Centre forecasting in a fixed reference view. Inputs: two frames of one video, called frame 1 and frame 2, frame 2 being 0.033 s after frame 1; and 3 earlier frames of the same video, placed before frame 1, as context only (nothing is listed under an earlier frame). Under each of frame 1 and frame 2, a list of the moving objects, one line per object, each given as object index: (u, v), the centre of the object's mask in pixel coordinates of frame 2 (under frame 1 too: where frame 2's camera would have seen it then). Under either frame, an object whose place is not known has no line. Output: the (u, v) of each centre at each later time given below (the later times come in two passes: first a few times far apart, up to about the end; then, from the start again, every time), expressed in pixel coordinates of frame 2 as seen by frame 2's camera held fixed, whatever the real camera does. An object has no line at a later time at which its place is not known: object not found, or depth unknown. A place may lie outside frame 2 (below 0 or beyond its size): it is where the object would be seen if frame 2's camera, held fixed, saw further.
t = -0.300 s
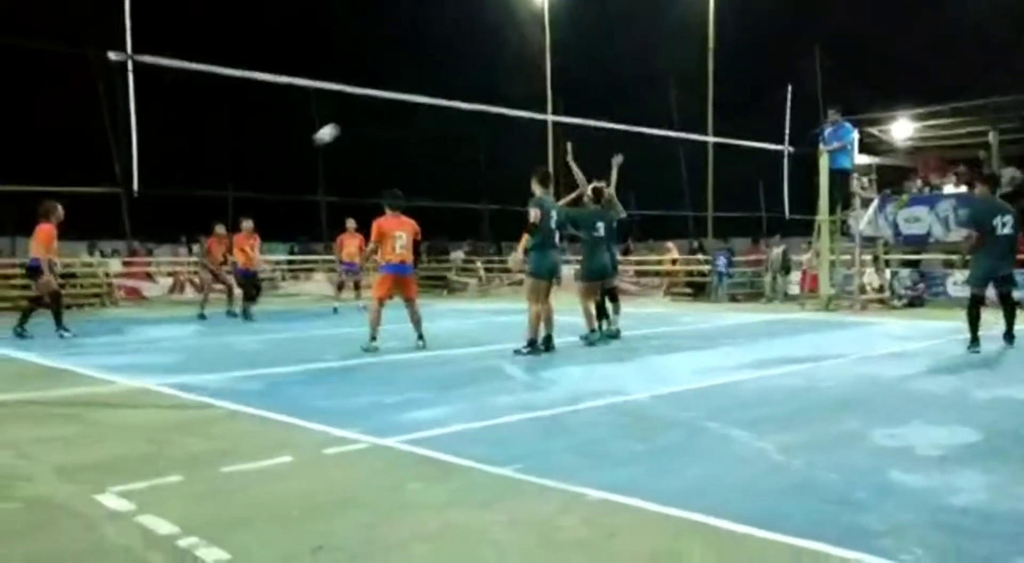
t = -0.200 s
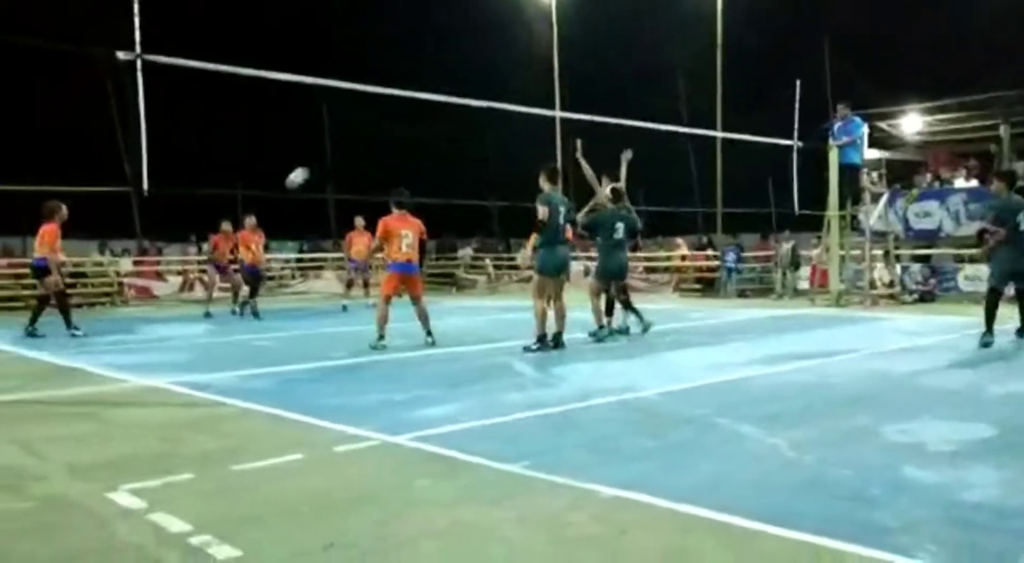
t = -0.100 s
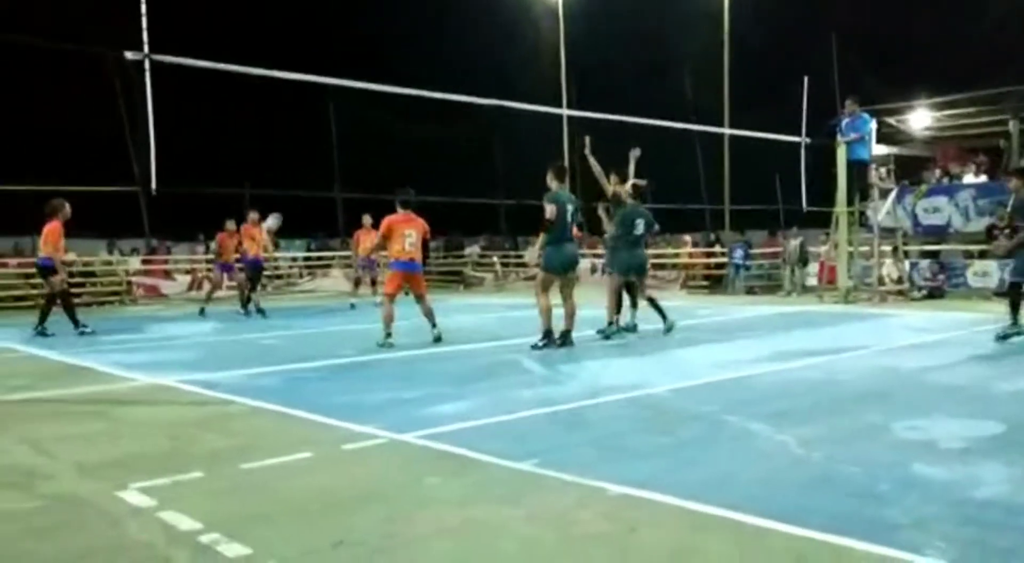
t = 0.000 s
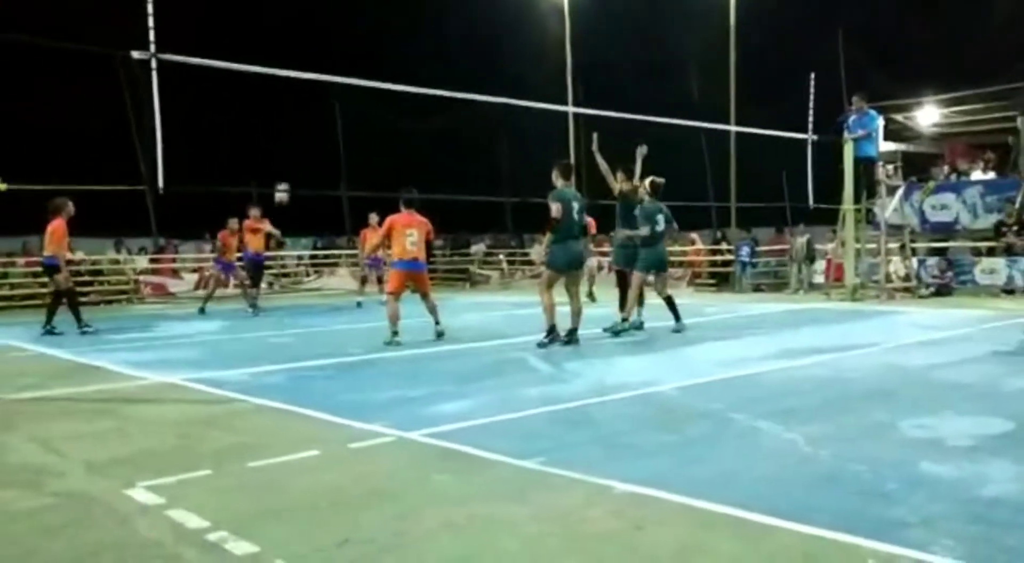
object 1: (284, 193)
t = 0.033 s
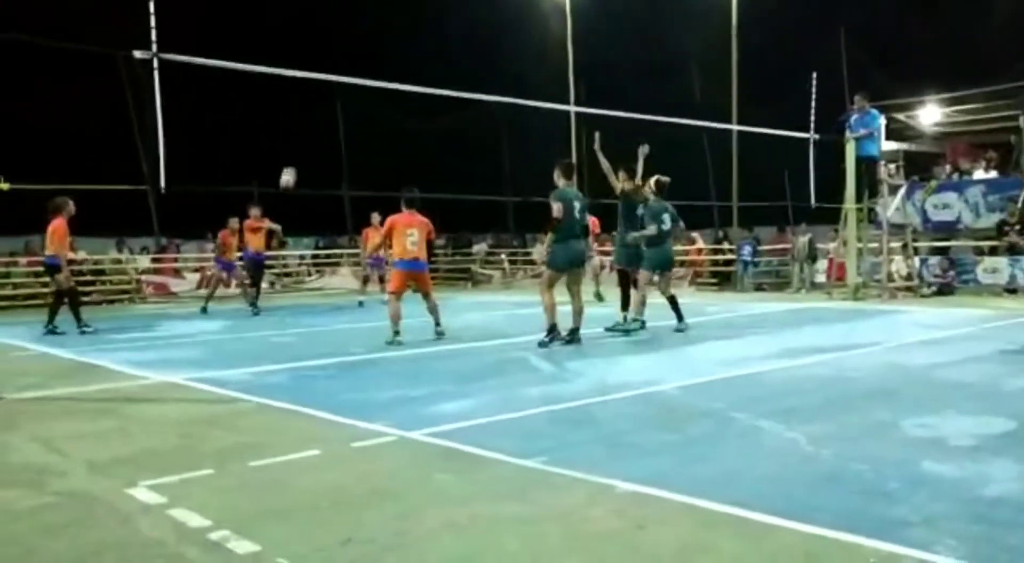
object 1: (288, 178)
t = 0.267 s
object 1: (318, 90)
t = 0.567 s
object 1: (362, 26)
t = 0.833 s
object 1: (405, 22)
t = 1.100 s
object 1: (454, 76)
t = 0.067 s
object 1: (292, 163)
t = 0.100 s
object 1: (297, 149)
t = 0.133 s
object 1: (301, 136)
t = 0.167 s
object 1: (305, 124)
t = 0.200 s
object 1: (310, 111)
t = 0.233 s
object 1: (315, 101)
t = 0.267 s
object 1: (318, 90)
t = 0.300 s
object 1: (324, 80)
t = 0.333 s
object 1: (329, 69)
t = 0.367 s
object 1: (333, 62)
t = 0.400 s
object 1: (338, 54)
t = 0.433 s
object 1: (343, 46)
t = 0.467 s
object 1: (347, 40)
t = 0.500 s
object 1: (352, 35)
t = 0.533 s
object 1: (358, 30)
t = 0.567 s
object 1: (362, 26)
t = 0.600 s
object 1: (367, 22)
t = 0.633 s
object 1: (372, 20)
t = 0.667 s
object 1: (377, 18)
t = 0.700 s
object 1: (383, 17)
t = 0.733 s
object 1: (388, 17)
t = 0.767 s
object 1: (394, 17)
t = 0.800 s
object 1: (399, 19)
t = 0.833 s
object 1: (405, 22)
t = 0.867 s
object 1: (411, 25)
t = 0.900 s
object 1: (417, 29)
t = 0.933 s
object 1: (423, 35)
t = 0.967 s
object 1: (429, 40)
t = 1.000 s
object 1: (435, 49)
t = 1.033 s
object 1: (441, 57)
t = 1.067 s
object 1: (447, 66)
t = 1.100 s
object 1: (454, 76)
